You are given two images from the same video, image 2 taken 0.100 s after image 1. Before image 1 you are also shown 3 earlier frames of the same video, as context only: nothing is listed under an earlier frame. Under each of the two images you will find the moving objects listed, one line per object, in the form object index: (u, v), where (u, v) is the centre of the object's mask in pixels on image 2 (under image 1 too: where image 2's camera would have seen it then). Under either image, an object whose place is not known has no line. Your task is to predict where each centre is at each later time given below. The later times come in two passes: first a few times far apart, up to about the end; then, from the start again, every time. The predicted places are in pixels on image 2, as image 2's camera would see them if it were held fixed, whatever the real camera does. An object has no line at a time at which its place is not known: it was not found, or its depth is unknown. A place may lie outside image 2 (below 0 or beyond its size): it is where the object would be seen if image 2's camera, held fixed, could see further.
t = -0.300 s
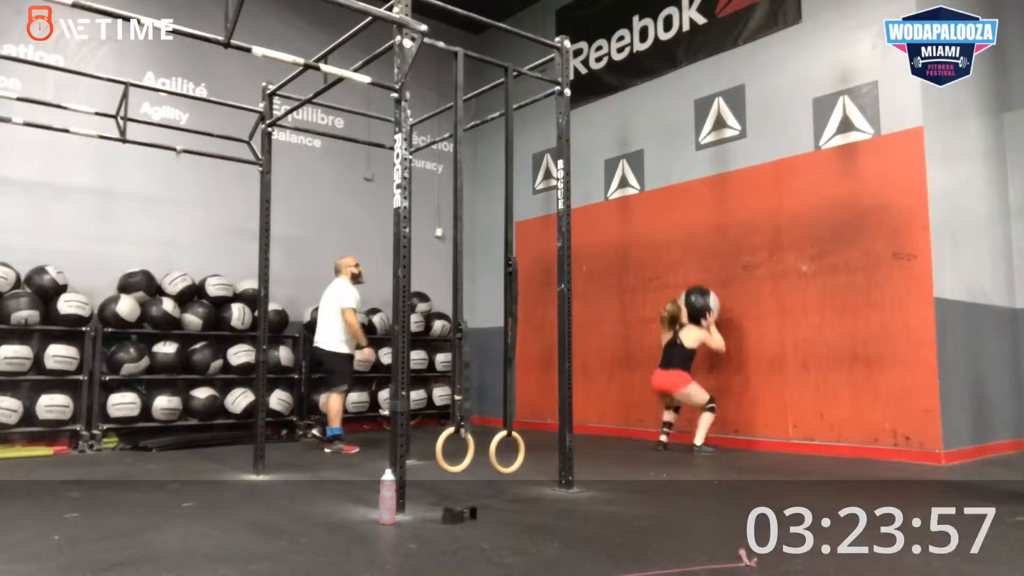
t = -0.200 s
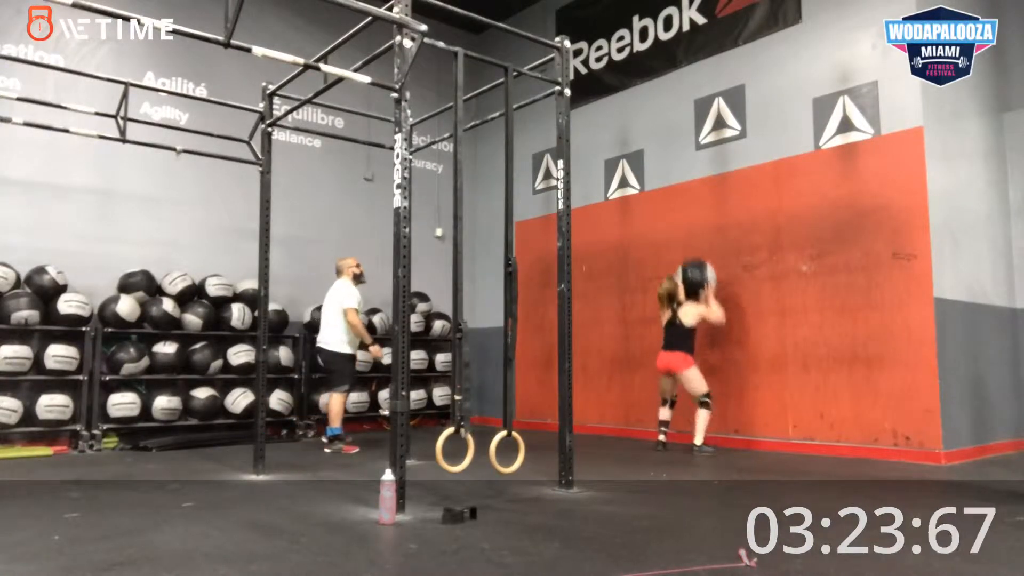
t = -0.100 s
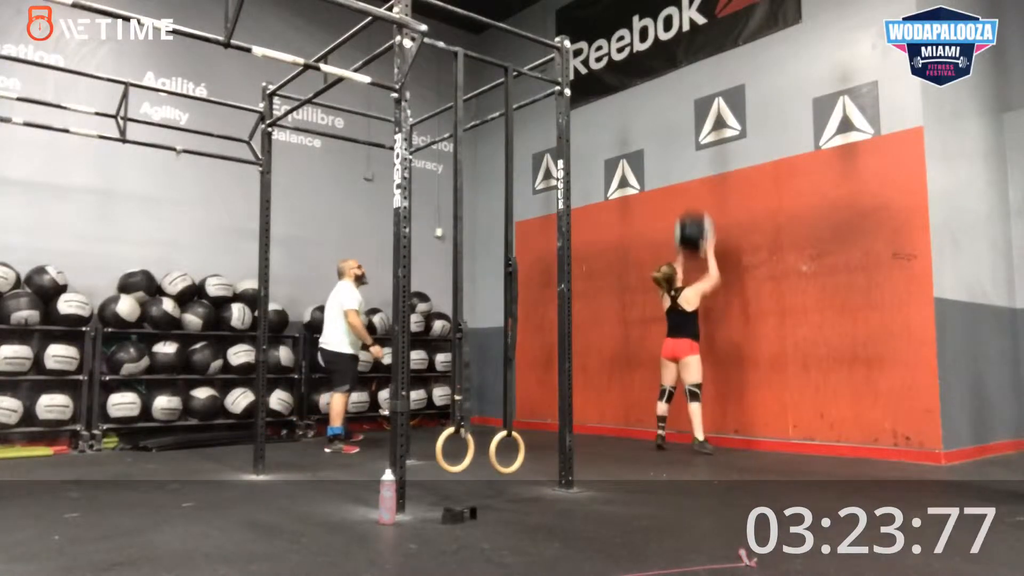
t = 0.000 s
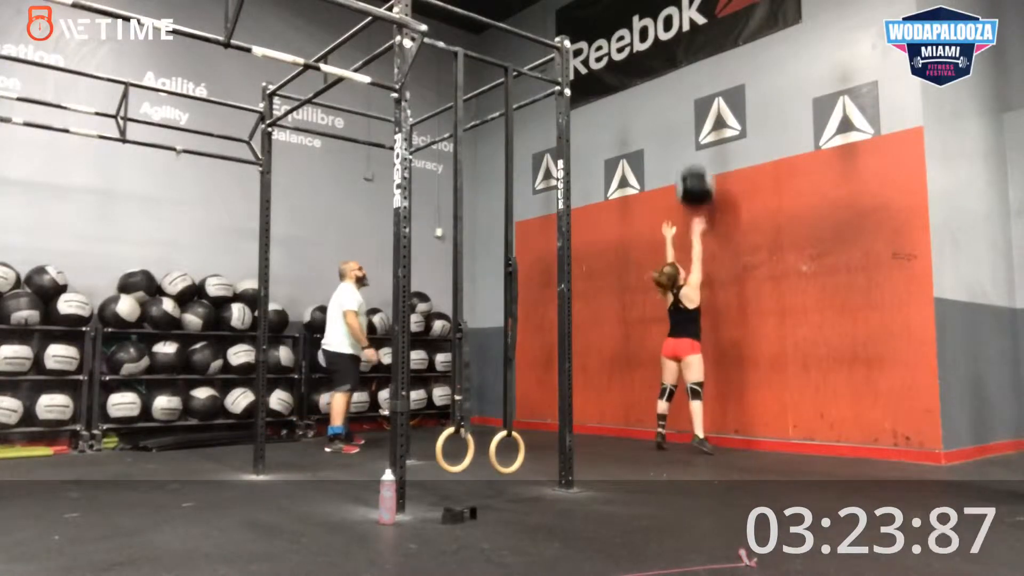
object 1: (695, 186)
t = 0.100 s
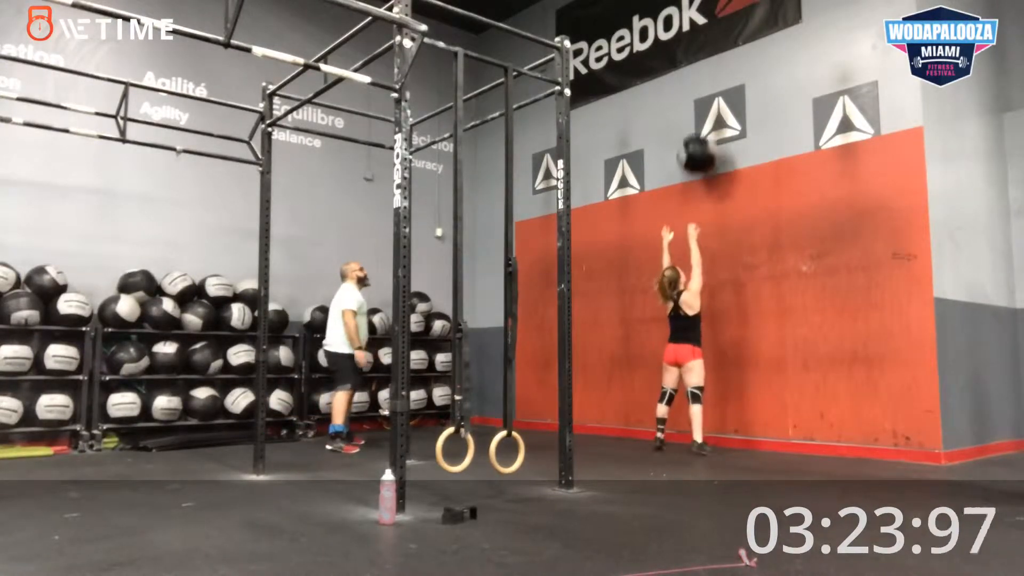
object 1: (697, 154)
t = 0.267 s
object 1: (702, 123)
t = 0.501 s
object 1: (699, 127)
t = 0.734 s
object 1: (692, 181)
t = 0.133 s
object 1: (698, 145)
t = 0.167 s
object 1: (700, 138)
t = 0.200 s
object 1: (700, 132)
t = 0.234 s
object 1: (701, 128)
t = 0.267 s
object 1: (702, 123)
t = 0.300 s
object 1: (703, 121)
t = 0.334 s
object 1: (703, 119)
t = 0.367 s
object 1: (702, 119)
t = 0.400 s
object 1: (701, 119)
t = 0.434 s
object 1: (700, 120)
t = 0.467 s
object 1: (699, 122)
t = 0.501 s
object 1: (699, 127)
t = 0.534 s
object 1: (698, 131)
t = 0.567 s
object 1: (697, 136)
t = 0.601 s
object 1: (695, 143)
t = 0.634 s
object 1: (694, 151)
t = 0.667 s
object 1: (693, 160)
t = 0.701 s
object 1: (691, 171)
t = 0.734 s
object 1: (692, 181)
